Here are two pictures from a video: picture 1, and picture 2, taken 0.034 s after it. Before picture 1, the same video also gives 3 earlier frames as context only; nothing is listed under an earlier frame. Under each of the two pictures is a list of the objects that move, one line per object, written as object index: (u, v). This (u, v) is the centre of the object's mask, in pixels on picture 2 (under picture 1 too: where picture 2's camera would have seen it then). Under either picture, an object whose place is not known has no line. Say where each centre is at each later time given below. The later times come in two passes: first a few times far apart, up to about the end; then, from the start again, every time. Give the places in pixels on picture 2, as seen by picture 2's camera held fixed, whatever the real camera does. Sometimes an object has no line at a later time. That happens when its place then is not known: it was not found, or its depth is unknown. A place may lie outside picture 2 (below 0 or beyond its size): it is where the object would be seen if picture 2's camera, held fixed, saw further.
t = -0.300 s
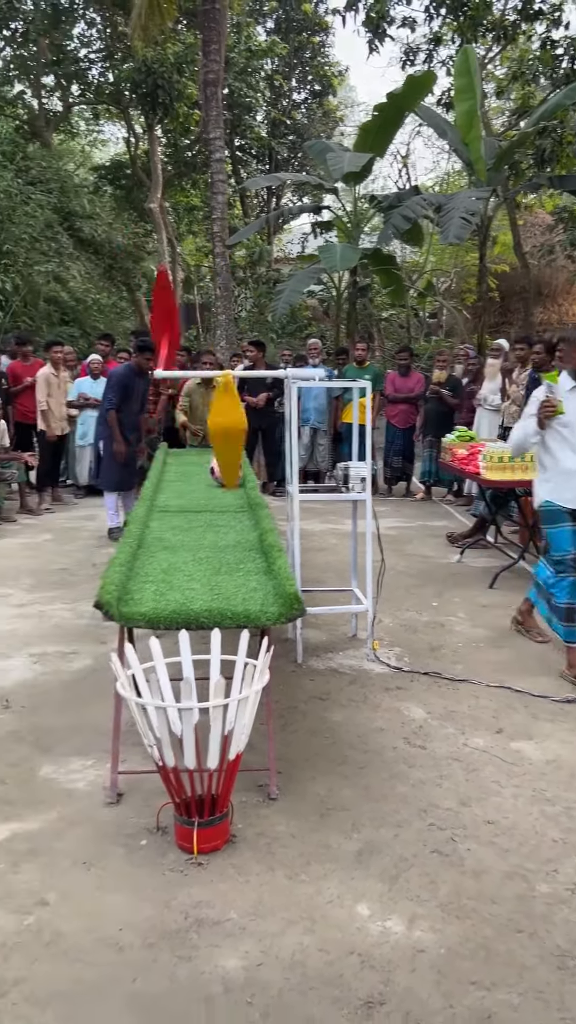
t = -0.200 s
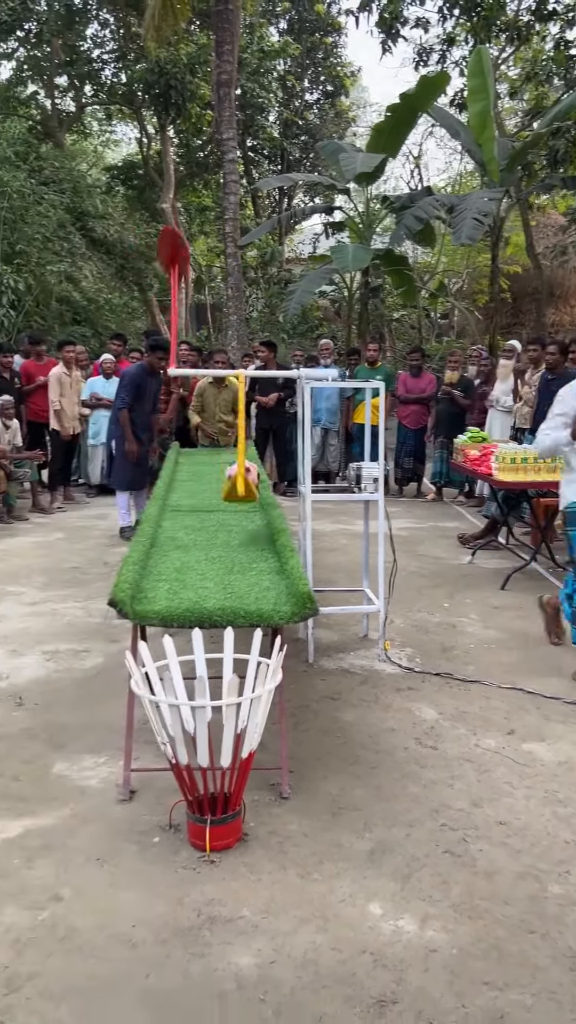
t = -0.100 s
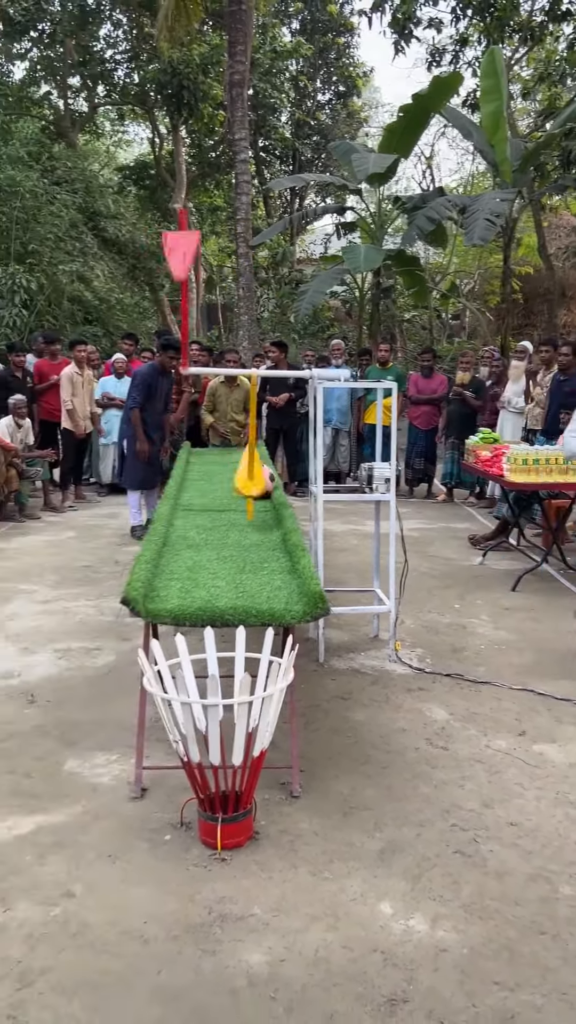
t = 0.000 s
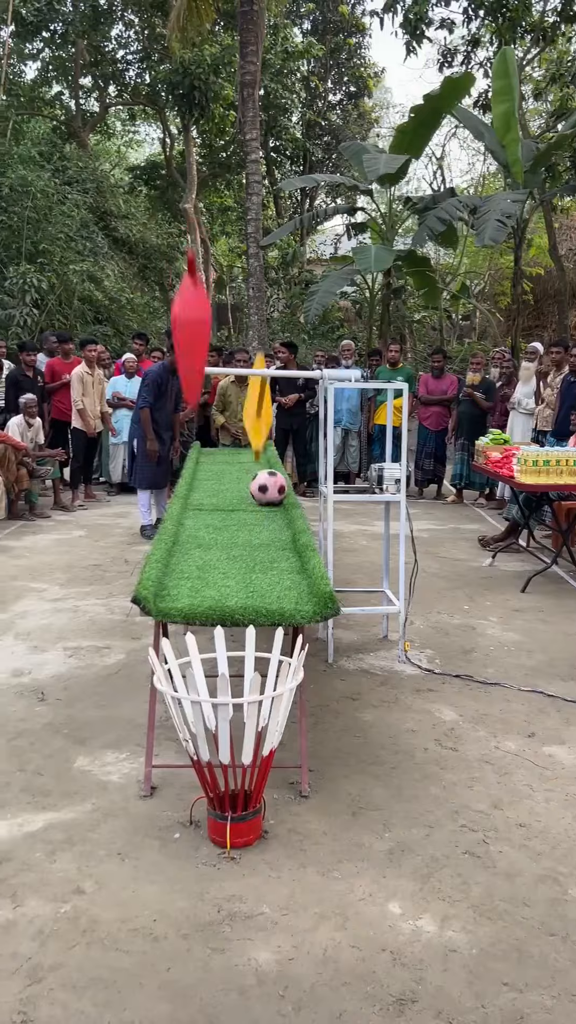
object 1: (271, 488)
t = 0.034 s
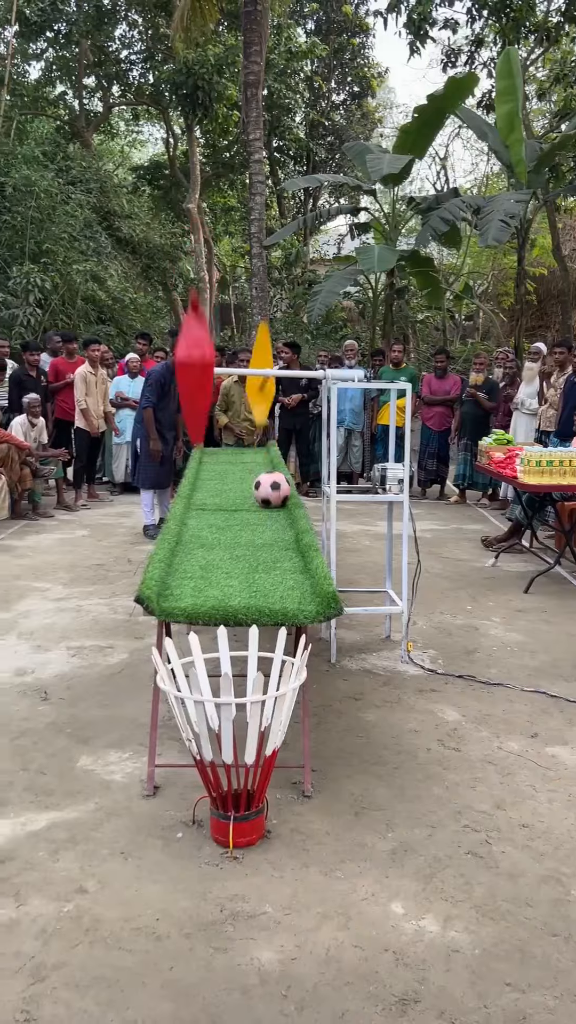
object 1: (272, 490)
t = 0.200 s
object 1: (272, 502)
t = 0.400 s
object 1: (272, 518)
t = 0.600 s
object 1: (271, 535)
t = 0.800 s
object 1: (272, 554)
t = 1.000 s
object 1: (273, 578)
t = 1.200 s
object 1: (266, 653)
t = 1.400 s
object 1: (200, 665)
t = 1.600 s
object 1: (230, 655)
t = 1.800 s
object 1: (245, 717)
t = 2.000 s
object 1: (231, 695)
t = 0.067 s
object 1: (272, 492)
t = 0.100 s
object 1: (272, 494)
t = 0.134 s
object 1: (271, 497)
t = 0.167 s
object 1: (272, 499)
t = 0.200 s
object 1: (272, 502)
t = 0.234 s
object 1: (272, 505)
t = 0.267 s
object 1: (272, 507)
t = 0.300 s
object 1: (271, 510)
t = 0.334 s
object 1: (272, 512)
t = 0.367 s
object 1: (272, 515)
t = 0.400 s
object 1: (272, 518)
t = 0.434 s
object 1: (272, 521)
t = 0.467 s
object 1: (272, 524)
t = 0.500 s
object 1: (271, 526)
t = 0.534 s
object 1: (271, 529)
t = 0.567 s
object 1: (271, 532)
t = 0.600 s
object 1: (271, 535)
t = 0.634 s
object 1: (271, 538)
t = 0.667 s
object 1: (272, 541)
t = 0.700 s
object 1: (272, 544)
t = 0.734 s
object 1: (272, 547)
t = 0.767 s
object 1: (272, 551)
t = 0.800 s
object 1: (272, 554)
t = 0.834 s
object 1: (272, 557)
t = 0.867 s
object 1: (272, 562)
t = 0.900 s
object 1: (273, 566)
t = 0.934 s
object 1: (273, 570)
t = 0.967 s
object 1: (273, 574)
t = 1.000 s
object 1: (273, 578)
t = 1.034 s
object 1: (273, 584)
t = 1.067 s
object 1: (273, 593)
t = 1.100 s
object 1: (273, 606)
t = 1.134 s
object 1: (273, 621)
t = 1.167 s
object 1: (272, 638)
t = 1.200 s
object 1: (266, 653)
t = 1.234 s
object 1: (254, 662)
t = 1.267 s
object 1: (241, 671)
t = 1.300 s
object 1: (228, 670)
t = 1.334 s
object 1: (216, 669)
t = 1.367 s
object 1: (204, 668)
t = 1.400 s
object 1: (200, 665)
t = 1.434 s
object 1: (197, 662)
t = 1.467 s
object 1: (198, 658)
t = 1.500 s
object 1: (205, 654)
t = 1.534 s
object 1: (214, 652)
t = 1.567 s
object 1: (222, 653)
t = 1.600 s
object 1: (230, 655)
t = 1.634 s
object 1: (238, 659)
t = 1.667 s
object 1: (247, 665)
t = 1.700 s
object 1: (254, 671)
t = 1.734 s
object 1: (253, 684)
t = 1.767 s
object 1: (248, 697)
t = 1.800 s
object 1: (245, 717)
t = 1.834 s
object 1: (234, 726)
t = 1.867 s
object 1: (232, 724)
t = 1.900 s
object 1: (217, 720)
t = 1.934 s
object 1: (217, 713)
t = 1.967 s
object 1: (231, 706)
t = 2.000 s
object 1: (231, 695)
